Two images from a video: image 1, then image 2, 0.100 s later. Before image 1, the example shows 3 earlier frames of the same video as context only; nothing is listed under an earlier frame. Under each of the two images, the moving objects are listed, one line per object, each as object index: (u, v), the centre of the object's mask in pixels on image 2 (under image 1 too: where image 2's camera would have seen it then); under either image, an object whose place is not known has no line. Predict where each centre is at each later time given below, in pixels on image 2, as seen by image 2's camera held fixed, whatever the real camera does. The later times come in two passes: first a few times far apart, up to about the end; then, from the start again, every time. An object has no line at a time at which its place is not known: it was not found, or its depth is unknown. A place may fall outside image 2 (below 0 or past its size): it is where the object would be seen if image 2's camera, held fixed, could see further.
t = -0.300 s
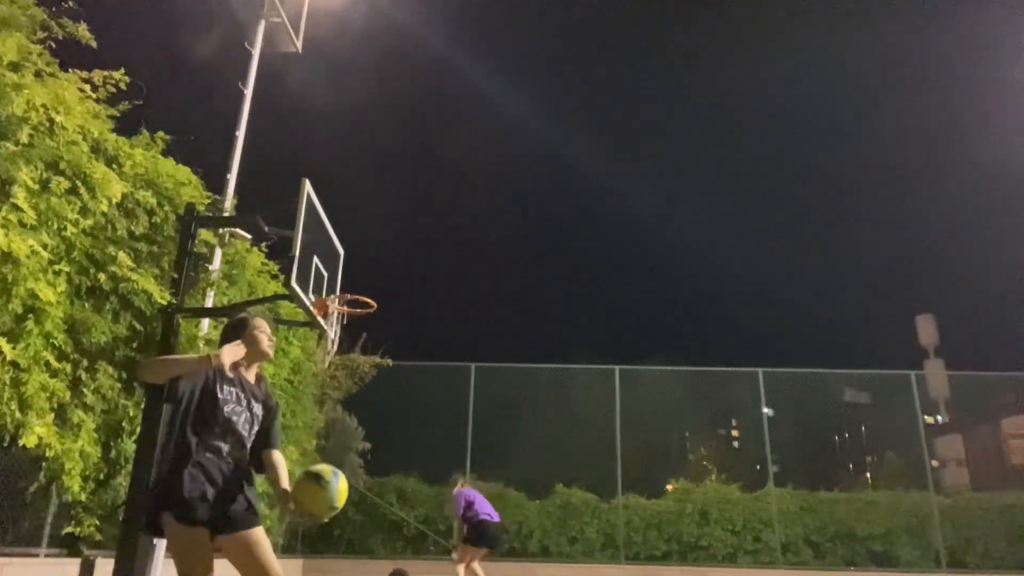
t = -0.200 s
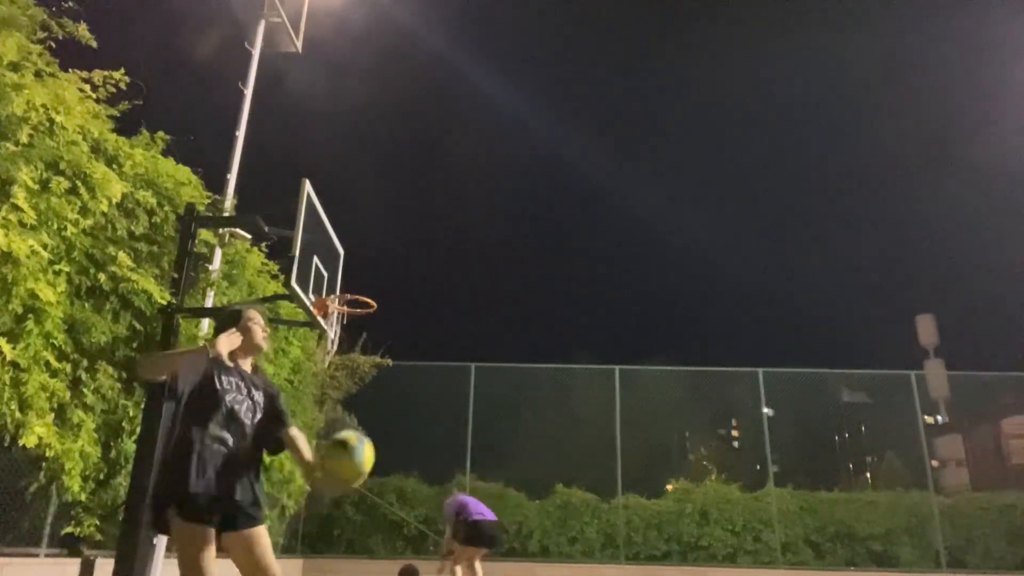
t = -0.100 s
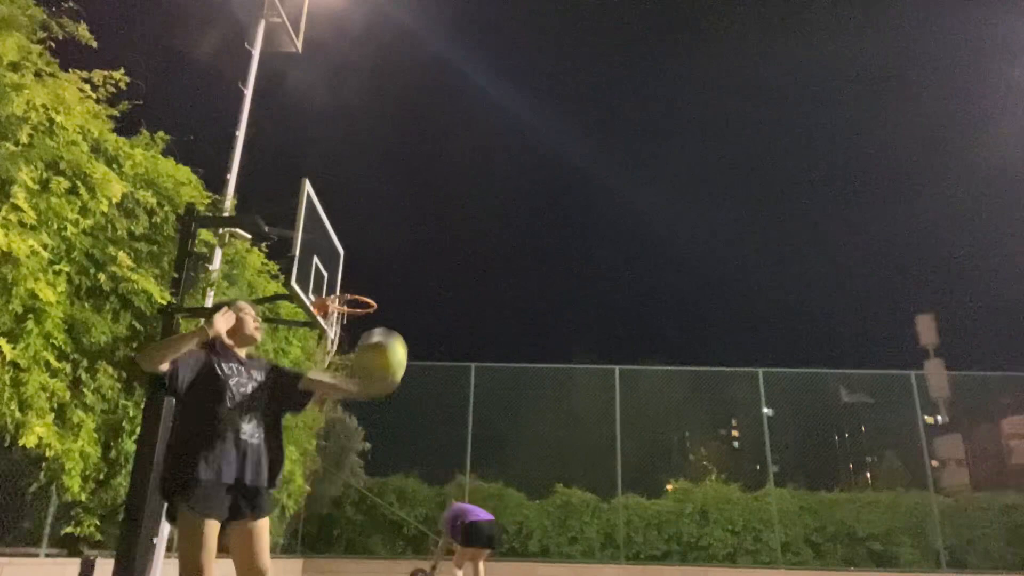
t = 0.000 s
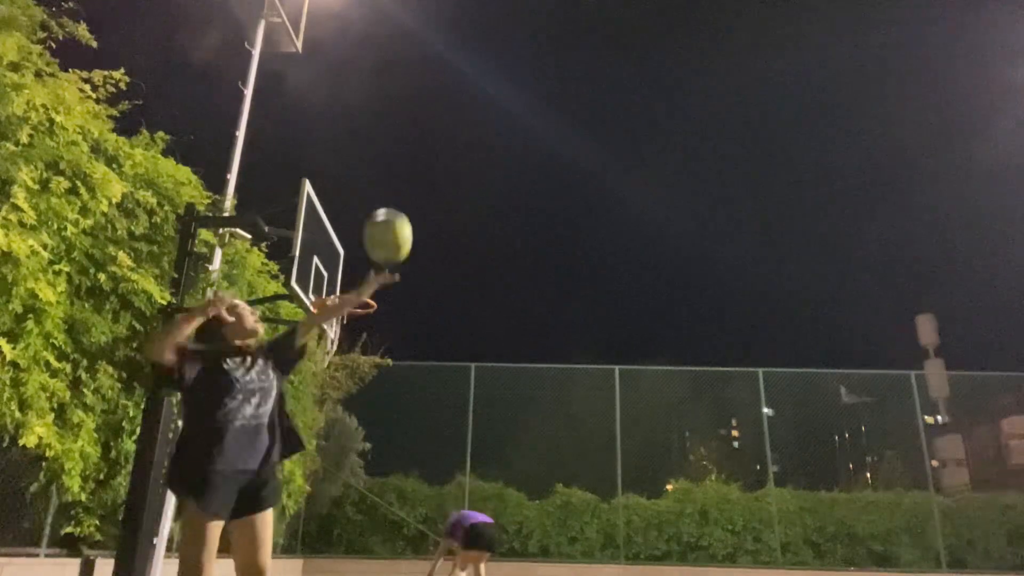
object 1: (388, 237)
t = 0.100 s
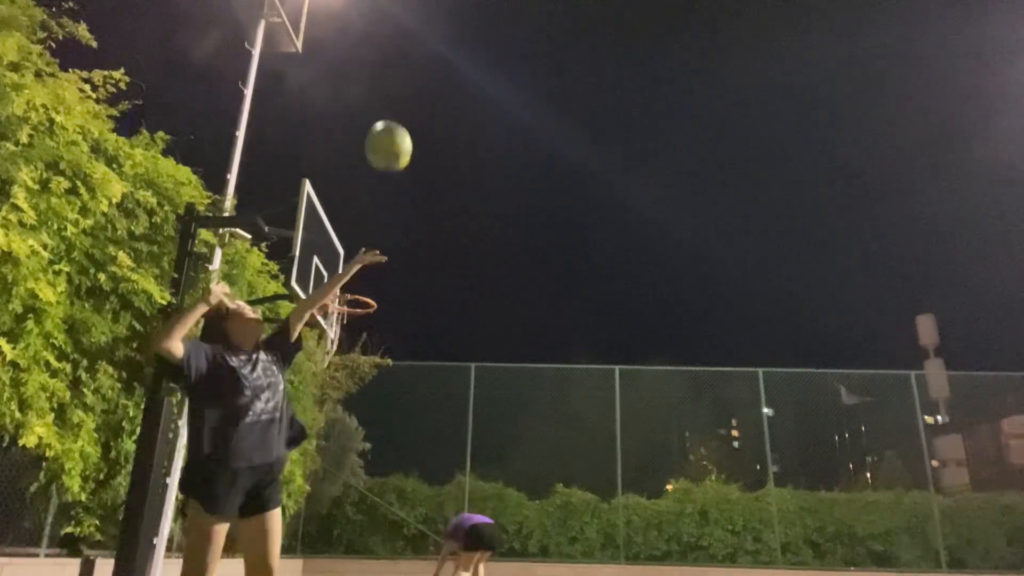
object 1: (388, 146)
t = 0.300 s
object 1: (383, 42)
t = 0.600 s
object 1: (366, 23)
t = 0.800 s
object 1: (346, 95)
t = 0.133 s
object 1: (388, 123)
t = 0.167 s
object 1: (387, 102)
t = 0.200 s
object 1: (386, 83)
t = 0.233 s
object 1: (386, 68)
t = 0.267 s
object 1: (385, 54)
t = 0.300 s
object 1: (383, 42)
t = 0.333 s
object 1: (381, 33)
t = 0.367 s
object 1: (380, 24)
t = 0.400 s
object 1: (379, 20)
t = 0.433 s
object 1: (377, 18)
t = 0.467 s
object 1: (375, 17)
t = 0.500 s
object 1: (373, 17)
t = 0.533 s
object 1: (370, 17)
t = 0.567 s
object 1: (368, 20)
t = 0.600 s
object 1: (366, 23)
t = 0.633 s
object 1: (363, 31)
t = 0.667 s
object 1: (360, 40)
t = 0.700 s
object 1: (356, 51)
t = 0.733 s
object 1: (353, 63)
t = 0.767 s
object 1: (349, 78)
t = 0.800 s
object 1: (346, 95)
